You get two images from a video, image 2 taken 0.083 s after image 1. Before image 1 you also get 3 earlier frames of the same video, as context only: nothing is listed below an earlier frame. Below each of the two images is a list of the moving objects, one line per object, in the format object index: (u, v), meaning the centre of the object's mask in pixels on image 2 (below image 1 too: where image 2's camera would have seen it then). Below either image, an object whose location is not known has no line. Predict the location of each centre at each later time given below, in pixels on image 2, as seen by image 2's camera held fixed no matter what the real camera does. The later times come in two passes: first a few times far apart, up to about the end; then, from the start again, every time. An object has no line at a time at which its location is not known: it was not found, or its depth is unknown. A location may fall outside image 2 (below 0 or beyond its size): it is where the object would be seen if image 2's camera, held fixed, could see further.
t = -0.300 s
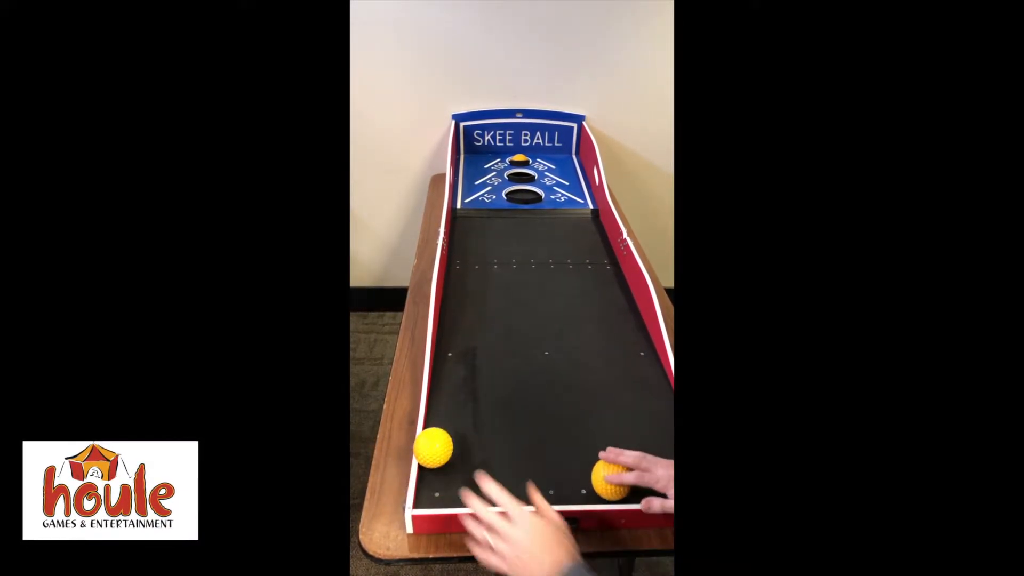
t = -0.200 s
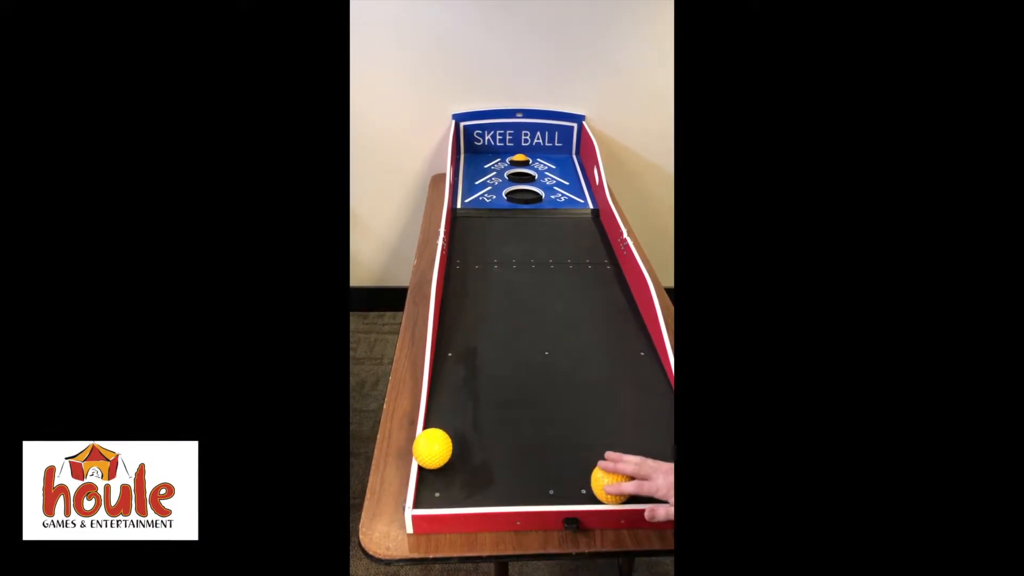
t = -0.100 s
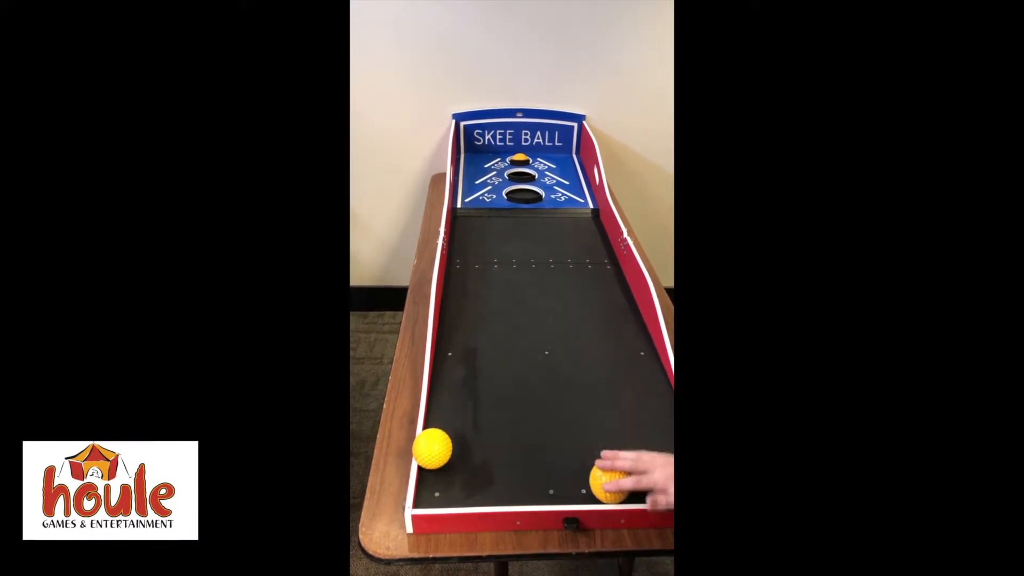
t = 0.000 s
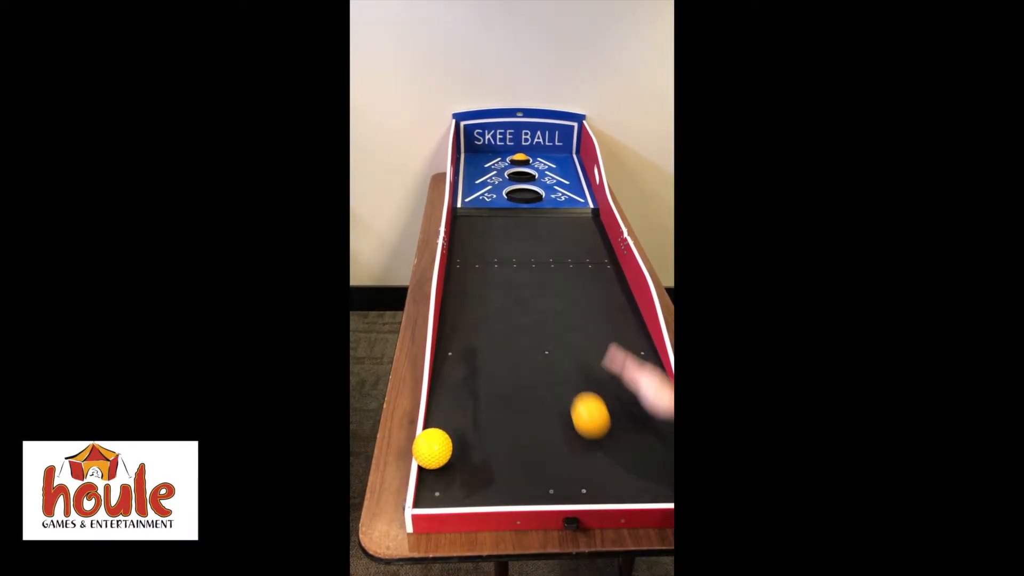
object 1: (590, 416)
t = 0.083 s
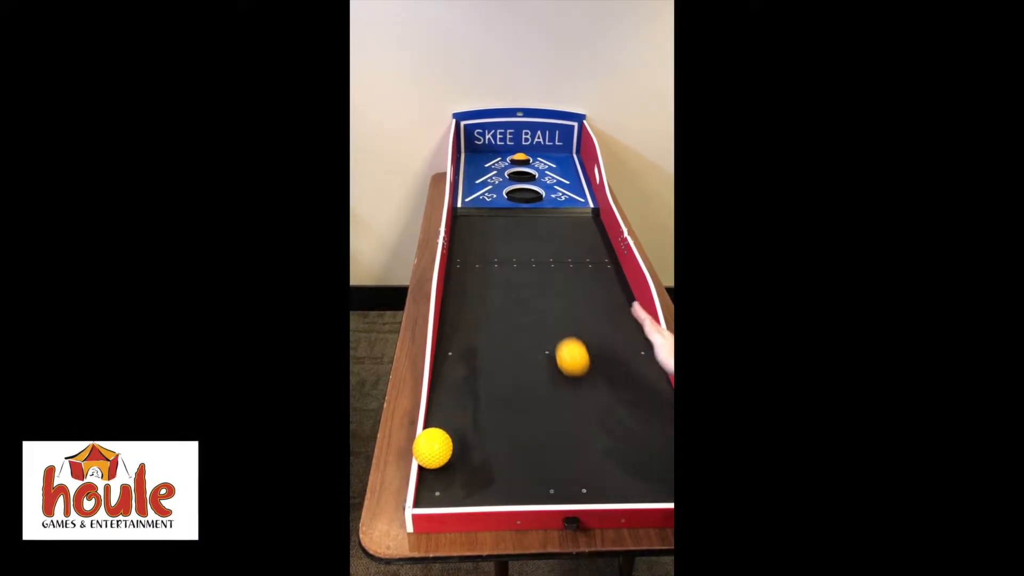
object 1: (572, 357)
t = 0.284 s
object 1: (544, 265)
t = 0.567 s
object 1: (523, 174)
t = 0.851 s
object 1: (532, 151)
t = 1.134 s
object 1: (576, 163)
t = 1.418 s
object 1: (566, 168)
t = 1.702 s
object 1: (551, 177)
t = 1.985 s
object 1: (534, 191)
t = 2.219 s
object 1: (512, 191)
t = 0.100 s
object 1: (569, 348)
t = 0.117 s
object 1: (566, 338)
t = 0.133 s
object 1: (564, 329)
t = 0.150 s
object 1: (561, 320)
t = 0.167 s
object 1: (559, 312)
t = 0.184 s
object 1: (556, 305)
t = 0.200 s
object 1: (554, 297)
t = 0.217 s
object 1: (552, 290)
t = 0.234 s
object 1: (550, 283)
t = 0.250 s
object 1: (548, 277)
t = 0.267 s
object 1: (546, 271)
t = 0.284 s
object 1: (544, 265)
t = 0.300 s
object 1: (543, 259)
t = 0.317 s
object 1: (541, 254)
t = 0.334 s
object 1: (539, 248)
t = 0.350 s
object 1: (538, 243)
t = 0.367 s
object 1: (536, 238)
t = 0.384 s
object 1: (535, 234)
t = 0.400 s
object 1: (534, 229)
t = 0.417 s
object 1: (532, 225)
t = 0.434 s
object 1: (531, 221)
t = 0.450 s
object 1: (530, 216)
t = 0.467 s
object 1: (528, 212)
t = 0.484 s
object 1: (527, 206)
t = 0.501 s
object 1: (527, 199)
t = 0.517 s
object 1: (526, 192)
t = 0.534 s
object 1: (525, 185)
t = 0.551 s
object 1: (524, 180)
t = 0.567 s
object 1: (523, 174)
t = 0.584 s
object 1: (522, 171)
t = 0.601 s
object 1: (521, 168)
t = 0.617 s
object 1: (520, 164)
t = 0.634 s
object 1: (519, 163)
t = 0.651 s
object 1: (518, 163)
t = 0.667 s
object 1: (517, 162)
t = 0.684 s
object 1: (517, 162)
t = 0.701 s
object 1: (515, 164)
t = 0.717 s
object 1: (514, 166)
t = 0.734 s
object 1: (514, 166)
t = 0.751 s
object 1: (517, 164)
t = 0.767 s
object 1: (519, 162)
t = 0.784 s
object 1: (522, 159)
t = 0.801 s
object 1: (524, 156)
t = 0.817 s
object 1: (527, 153)
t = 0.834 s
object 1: (530, 152)
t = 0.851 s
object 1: (532, 151)
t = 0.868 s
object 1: (535, 151)
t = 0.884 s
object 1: (537, 151)
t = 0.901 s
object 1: (540, 152)
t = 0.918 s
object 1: (542, 154)
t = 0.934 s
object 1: (545, 156)
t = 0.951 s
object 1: (547, 159)
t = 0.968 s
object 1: (550, 163)
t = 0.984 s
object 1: (553, 164)
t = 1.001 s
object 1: (555, 163)
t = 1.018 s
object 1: (558, 163)
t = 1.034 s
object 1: (561, 163)
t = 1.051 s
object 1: (564, 163)
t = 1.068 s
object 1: (566, 163)
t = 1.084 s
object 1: (569, 163)
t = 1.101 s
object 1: (572, 163)
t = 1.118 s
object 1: (574, 163)
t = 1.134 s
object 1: (576, 163)
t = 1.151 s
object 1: (578, 163)
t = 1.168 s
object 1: (577, 163)
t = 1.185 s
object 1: (576, 164)
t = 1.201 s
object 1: (575, 164)
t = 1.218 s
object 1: (574, 164)
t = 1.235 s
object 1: (573, 165)
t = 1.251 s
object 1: (573, 165)
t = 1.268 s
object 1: (572, 165)
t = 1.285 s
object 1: (571, 166)
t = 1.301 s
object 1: (570, 166)
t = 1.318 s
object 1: (570, 166)
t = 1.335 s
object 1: (569, 166)
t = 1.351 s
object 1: (568, 167)
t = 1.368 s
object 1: (568, 167)
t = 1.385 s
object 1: (567, 167)
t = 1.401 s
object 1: (566, 168)
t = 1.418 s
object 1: (566, 168)
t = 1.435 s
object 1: (565, 168)
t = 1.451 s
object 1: (564, 169)
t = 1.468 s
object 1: (563, 169)
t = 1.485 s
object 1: (562, 169)
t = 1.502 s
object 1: (561, 170)
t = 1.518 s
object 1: (560, 171)
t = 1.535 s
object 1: (559, 171)
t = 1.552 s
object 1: (558, 171)
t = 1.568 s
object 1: (558, 172)
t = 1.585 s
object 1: (557, 172)
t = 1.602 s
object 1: (556, 173)
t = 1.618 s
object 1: (555, 174)
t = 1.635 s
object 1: (554, 174)
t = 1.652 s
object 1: (553, 175)
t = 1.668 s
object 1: (553, 175)
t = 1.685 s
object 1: (552, 176)
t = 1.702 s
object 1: (551, 177)
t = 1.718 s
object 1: (550, 177)
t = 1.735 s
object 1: (549, 178)
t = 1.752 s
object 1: (548, 178)
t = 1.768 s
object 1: (547, 179)
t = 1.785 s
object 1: (547, 180)
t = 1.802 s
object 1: (546, 180)
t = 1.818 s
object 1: (545, 181)
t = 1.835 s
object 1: (544, 182)
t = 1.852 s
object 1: (543, 182)
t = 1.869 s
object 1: (543, 183)
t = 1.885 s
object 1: (542, 184)
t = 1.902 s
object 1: (541, 184)
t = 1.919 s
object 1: (540, 185)
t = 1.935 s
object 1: (539, 186)
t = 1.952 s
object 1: (538, 188)
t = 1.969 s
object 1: (536, 189)
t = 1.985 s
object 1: (534, 191)
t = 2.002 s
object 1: (533, 192)
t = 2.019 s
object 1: (531, 193)
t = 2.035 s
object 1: (529, 193)
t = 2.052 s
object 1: (526, 194)
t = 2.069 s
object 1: (524, 194)
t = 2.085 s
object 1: (522, 194)
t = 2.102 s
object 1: (520, 193)
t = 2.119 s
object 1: (518, 193)
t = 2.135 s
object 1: (516, 193)
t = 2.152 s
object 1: (515, 193)
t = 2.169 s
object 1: (514, 192)
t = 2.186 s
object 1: (513, 192)
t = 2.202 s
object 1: (512, 191)
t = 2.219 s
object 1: (512, 191)
